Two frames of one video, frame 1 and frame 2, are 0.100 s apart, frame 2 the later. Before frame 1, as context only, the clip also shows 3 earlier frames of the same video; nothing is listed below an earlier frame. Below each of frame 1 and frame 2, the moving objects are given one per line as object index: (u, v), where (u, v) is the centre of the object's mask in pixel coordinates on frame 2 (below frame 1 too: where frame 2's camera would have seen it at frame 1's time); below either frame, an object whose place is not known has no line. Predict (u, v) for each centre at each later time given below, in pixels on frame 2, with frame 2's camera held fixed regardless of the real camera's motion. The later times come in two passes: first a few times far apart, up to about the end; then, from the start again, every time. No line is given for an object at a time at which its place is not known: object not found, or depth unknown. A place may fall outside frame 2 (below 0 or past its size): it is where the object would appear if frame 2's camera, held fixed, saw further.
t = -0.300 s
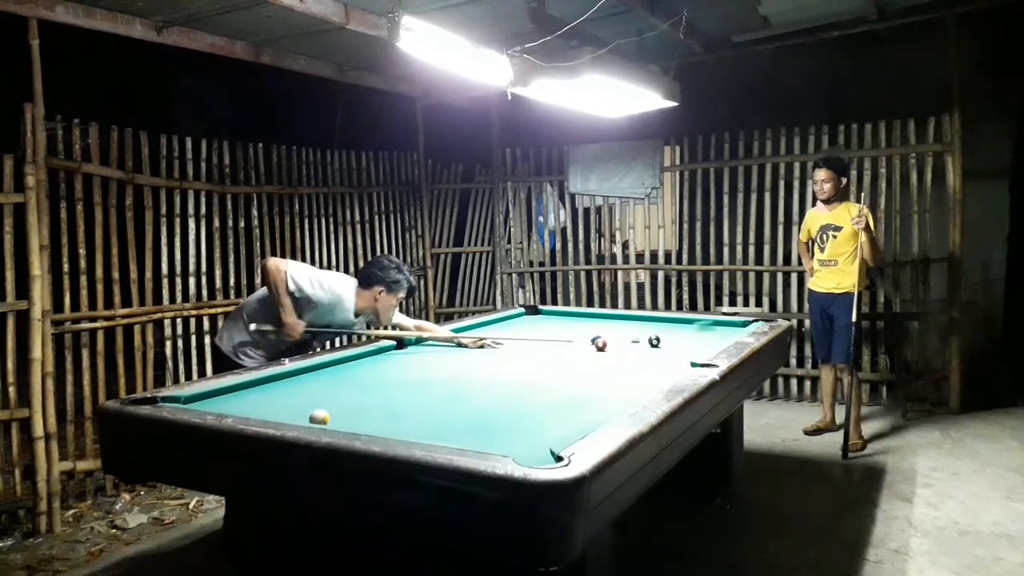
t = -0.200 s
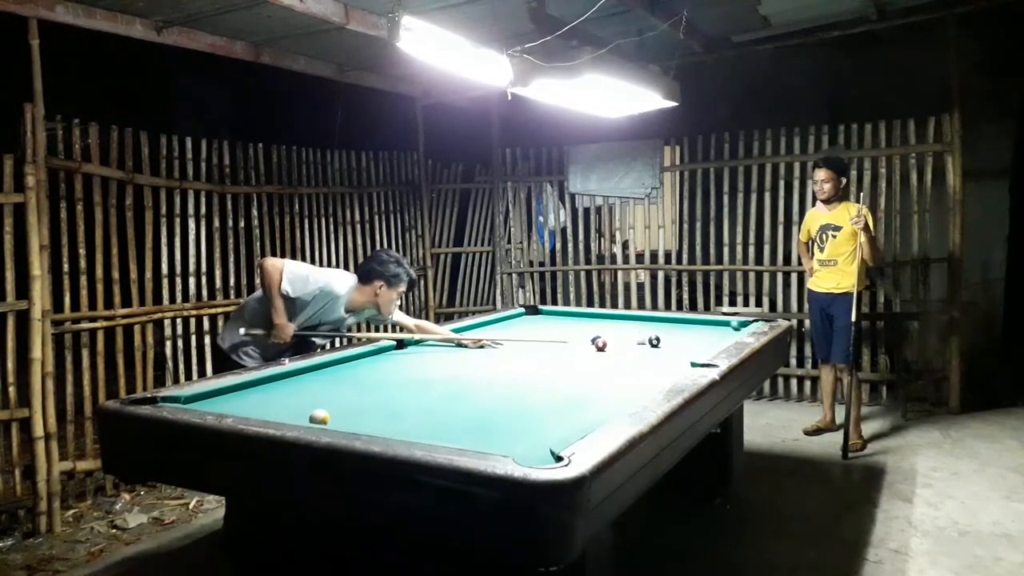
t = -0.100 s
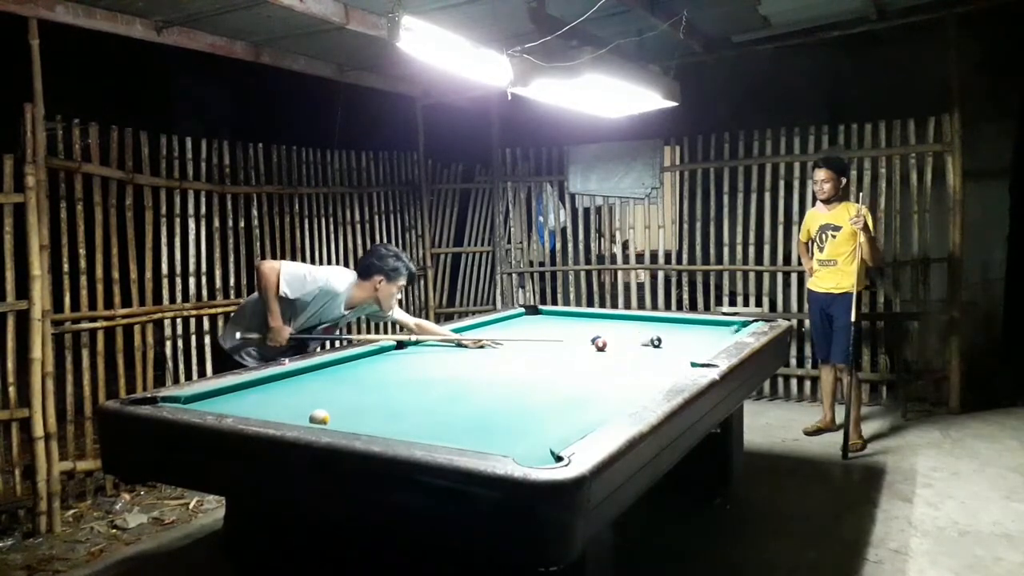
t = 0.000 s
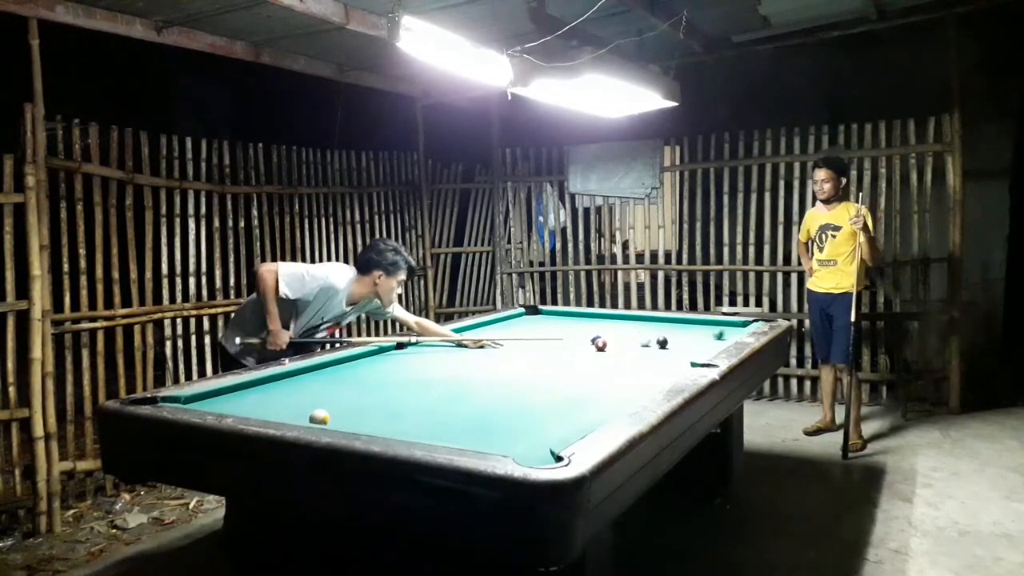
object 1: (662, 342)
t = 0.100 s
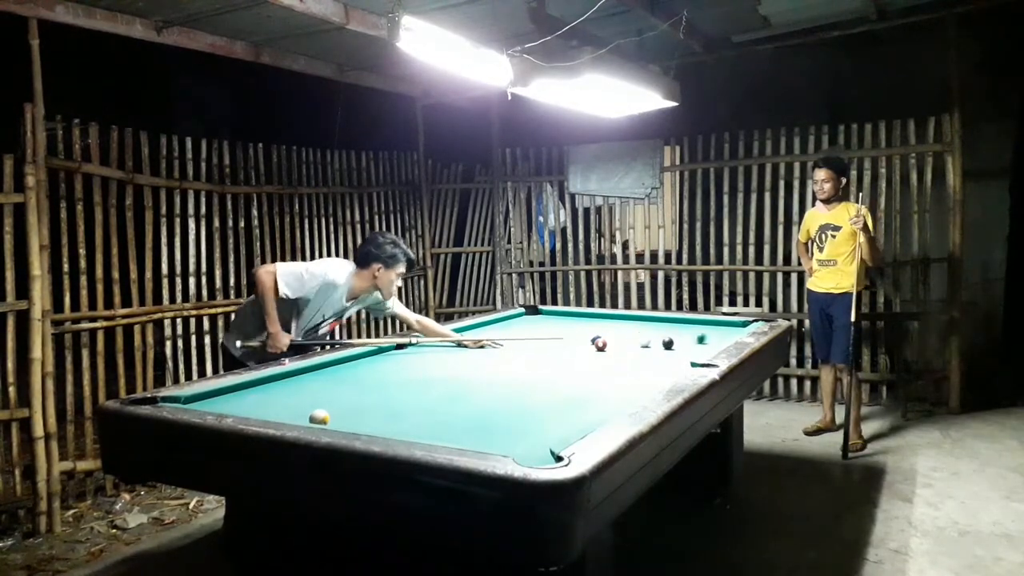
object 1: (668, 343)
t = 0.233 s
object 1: (674, 346)
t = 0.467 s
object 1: (676, 357)
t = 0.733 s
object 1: (677, 366)
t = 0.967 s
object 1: (662, 364)
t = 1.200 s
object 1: (647, 359)
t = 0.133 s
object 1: (669, 344)
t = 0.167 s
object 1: (672, 344)
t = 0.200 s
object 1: (673, 345)
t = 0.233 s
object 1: (674, 346)
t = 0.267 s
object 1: (673, 346)
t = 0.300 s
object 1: (674, 349)
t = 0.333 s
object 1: (674, 350)
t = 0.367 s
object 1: (674, 352)
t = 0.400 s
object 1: (675, 353)
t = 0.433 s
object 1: (675, 355)
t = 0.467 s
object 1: (676, 357)
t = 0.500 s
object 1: (676, 358)
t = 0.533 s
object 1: (676, 360)
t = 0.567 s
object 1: (676, 361)
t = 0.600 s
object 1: (677, 363)
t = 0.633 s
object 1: (677, 364)
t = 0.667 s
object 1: (677, 365)
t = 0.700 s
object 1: (677, 366)
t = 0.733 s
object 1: (677, 366)
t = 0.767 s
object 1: (675, 366)
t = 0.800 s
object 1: (673, 366)
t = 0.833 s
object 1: (671, 366)
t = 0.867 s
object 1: (669, 365)
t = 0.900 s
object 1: (666, 366)
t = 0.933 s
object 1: (664, 365)
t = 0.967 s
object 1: (662, 364)
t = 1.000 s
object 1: (660, 363)
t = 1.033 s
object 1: (658, 363)
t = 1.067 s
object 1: (656, 362)
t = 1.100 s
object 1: (653, 361)
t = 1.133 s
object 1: (651, 360)
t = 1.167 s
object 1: (649, 360)
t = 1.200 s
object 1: (647, 359)
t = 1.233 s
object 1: (645, 358)
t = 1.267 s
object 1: (643, 357)
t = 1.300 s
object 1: (642, 357)
